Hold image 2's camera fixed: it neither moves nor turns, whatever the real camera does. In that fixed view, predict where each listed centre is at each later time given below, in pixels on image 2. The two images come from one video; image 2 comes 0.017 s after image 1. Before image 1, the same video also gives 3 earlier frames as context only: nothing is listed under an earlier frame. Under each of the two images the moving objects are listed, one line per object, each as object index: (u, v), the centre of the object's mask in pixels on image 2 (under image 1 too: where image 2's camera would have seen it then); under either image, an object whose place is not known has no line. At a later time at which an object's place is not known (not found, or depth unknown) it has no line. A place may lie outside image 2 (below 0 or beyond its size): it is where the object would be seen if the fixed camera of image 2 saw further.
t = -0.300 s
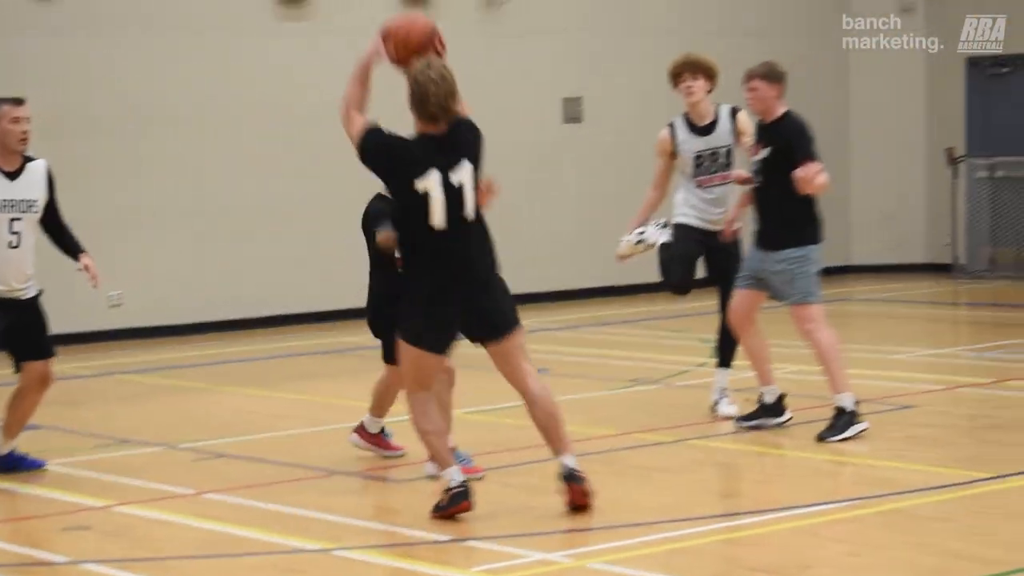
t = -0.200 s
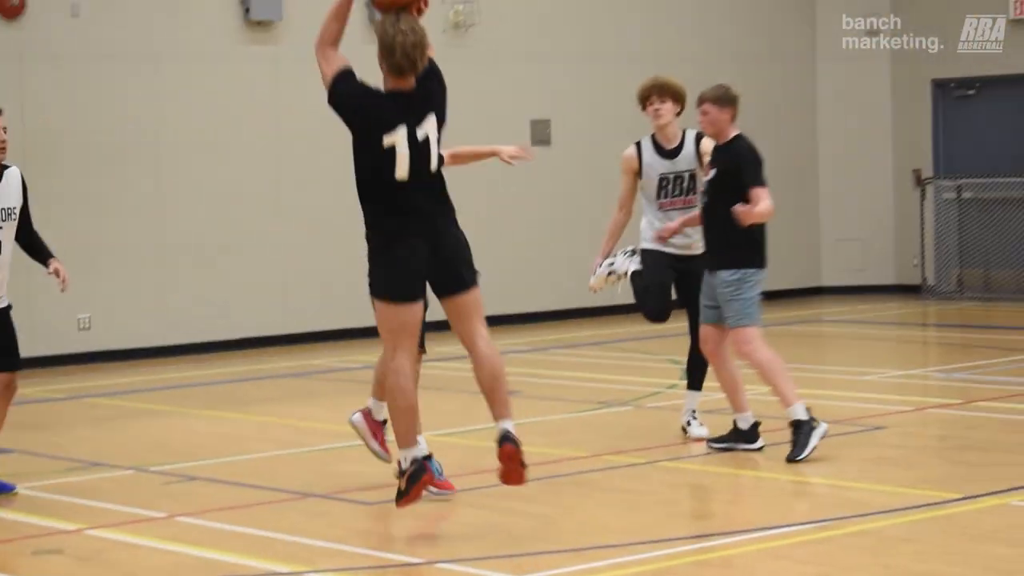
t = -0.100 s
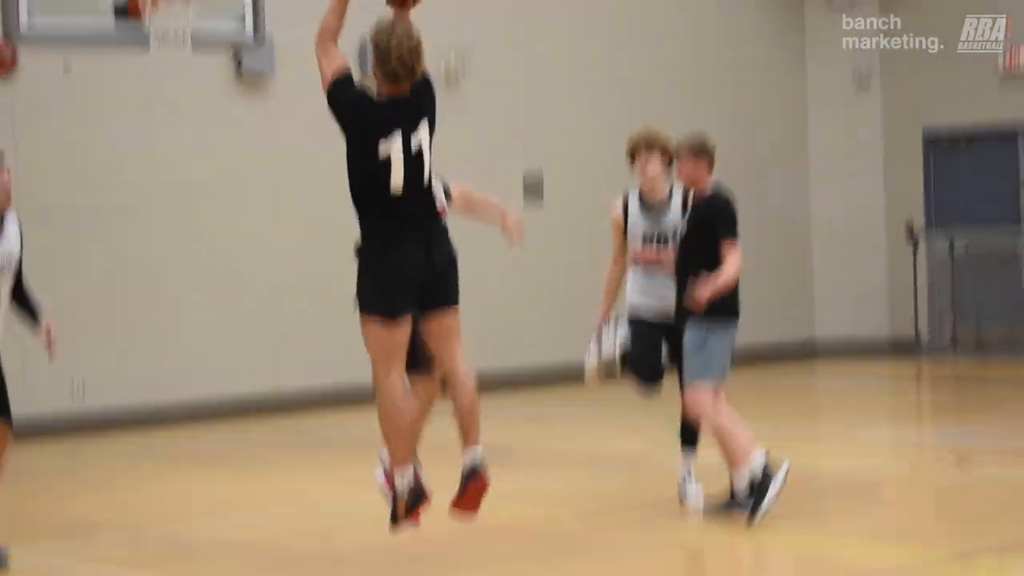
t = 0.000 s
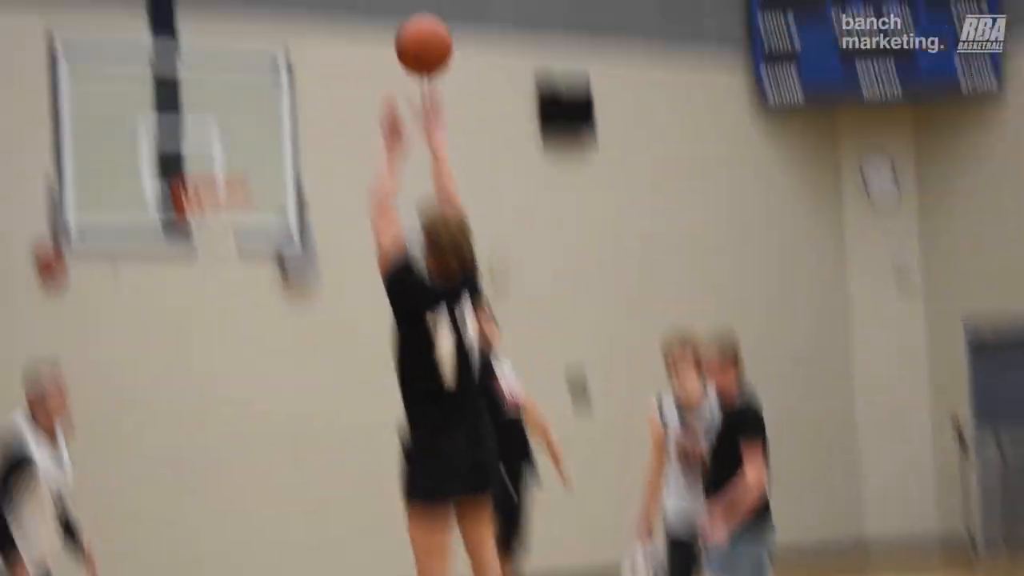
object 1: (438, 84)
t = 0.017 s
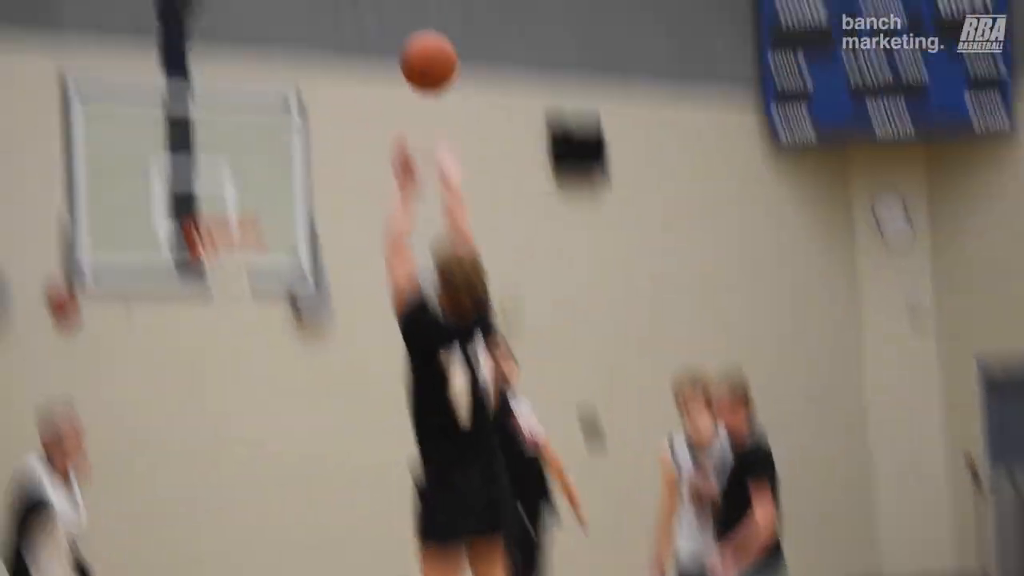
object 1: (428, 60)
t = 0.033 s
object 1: (422, 36)
